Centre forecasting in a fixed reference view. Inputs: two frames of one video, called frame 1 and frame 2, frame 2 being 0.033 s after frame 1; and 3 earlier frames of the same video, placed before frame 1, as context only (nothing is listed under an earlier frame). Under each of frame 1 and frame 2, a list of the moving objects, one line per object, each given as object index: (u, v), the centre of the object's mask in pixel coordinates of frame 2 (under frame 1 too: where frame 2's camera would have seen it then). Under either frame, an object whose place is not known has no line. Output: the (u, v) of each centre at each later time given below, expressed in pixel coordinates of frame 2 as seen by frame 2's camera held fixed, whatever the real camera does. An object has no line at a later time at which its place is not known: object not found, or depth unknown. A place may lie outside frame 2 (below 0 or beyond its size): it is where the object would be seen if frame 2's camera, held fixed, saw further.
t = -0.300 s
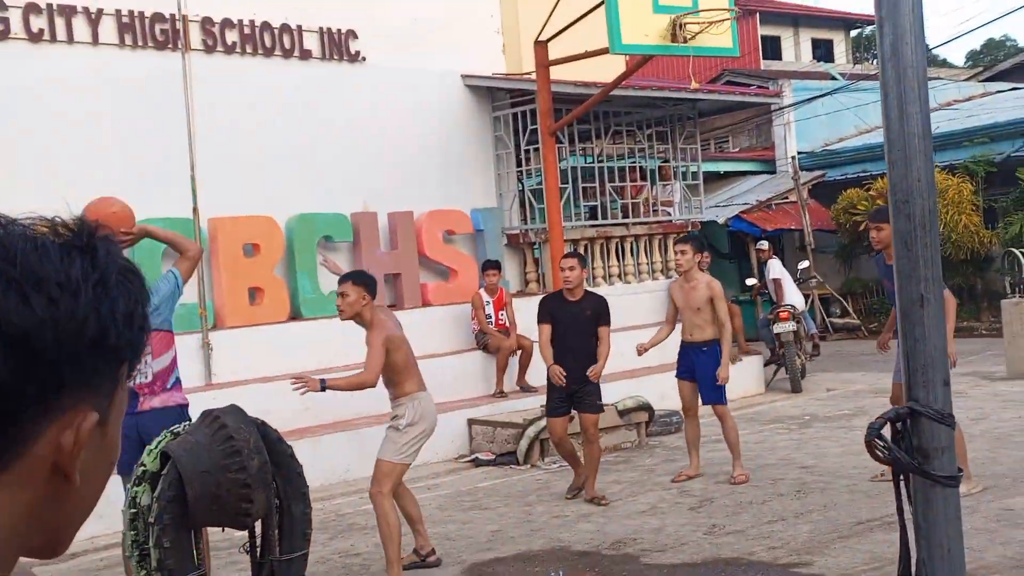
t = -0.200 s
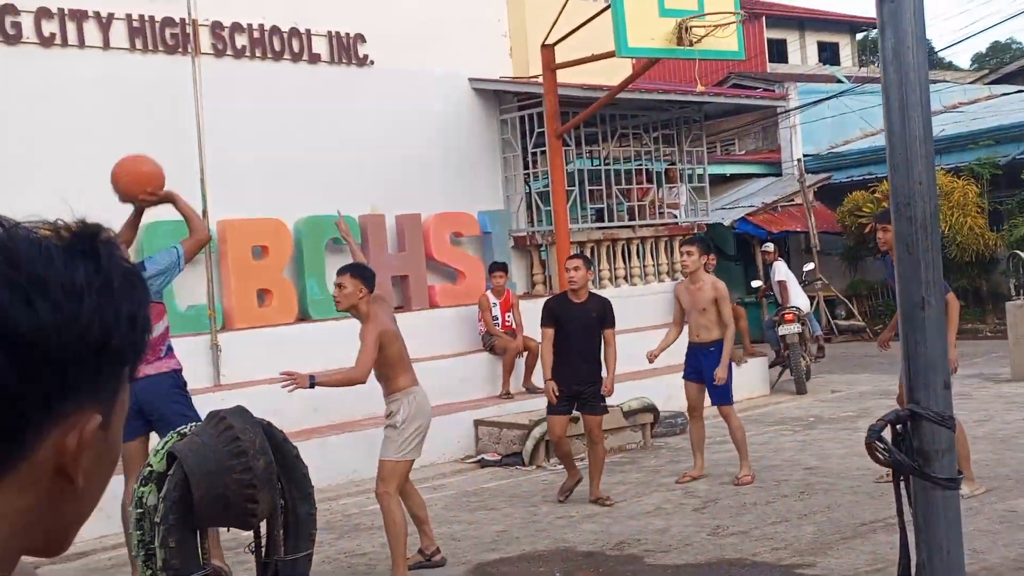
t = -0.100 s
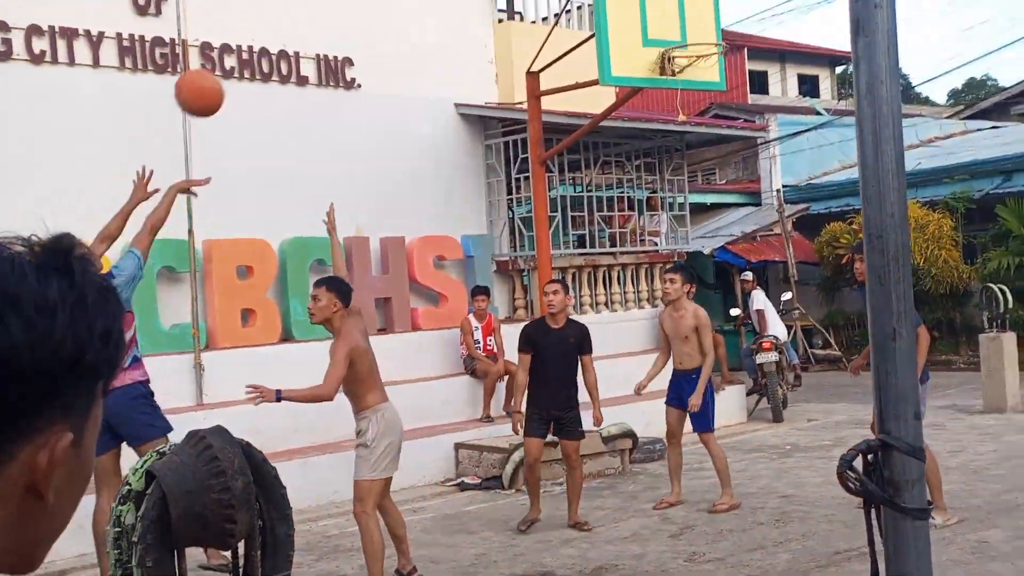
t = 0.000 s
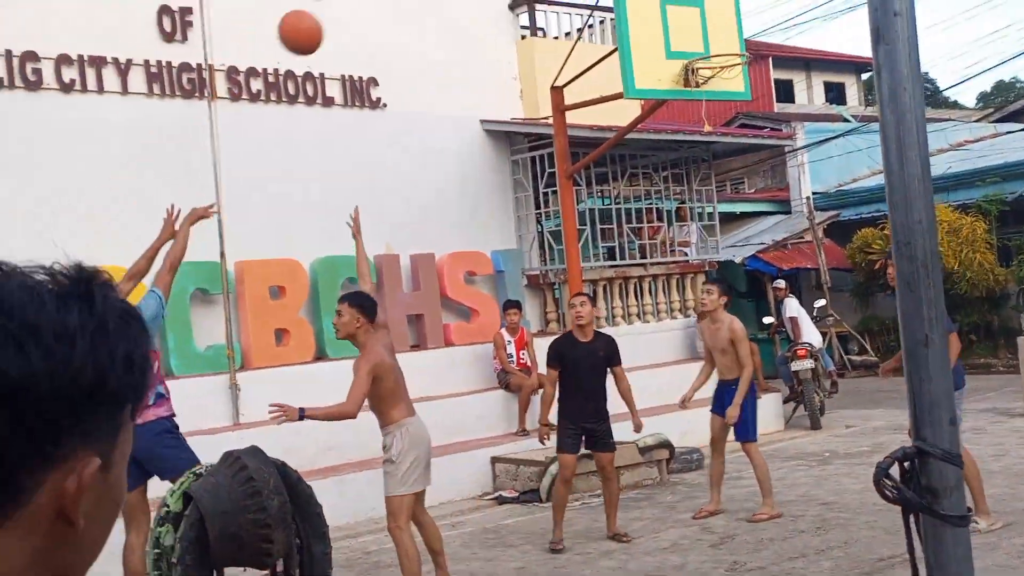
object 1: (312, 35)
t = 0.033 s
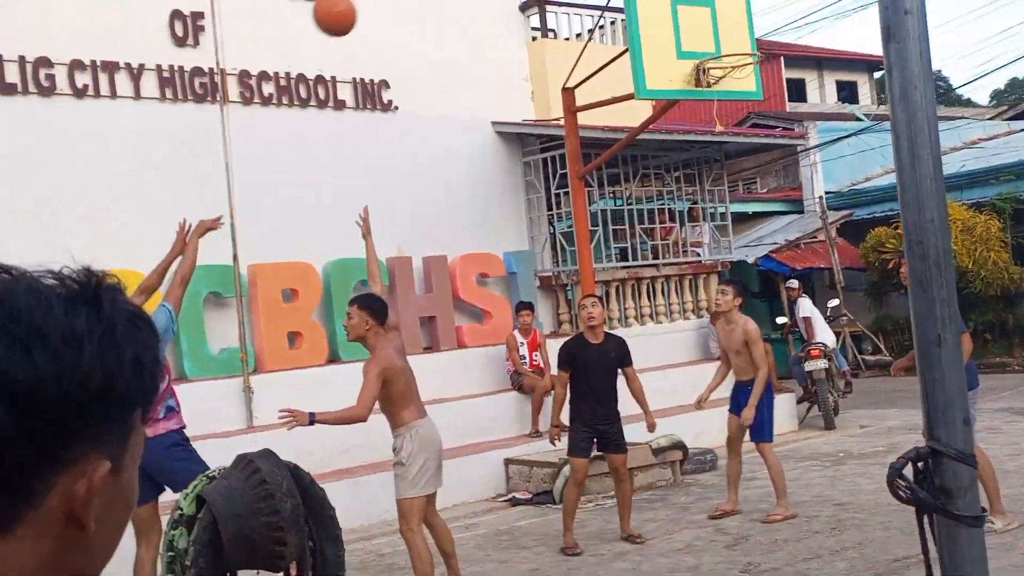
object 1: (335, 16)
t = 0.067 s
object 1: (358, 6)
